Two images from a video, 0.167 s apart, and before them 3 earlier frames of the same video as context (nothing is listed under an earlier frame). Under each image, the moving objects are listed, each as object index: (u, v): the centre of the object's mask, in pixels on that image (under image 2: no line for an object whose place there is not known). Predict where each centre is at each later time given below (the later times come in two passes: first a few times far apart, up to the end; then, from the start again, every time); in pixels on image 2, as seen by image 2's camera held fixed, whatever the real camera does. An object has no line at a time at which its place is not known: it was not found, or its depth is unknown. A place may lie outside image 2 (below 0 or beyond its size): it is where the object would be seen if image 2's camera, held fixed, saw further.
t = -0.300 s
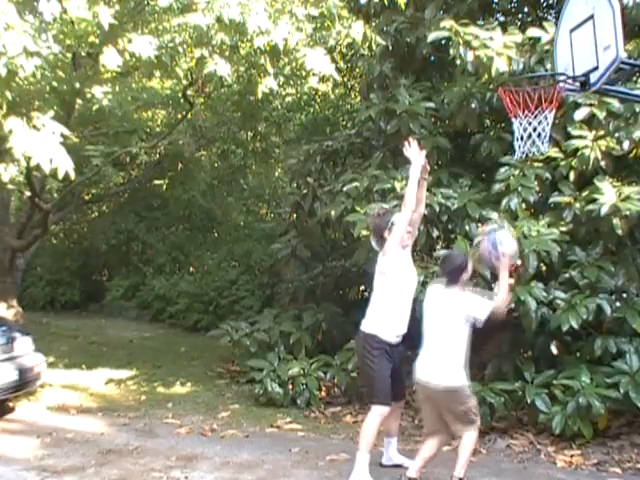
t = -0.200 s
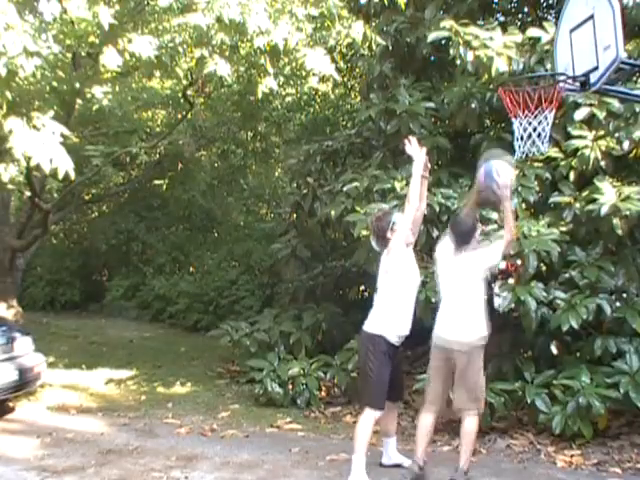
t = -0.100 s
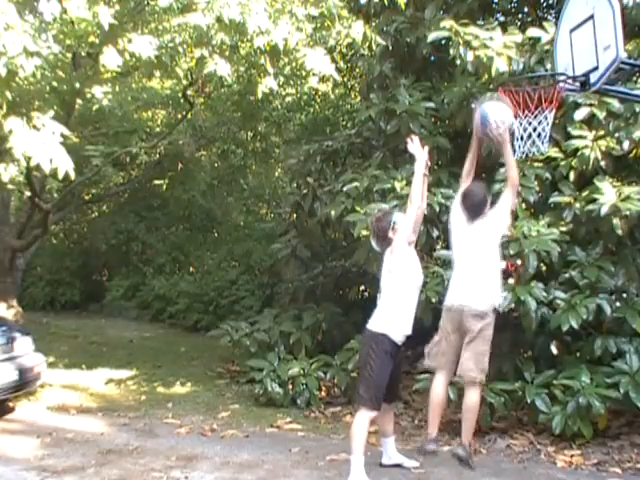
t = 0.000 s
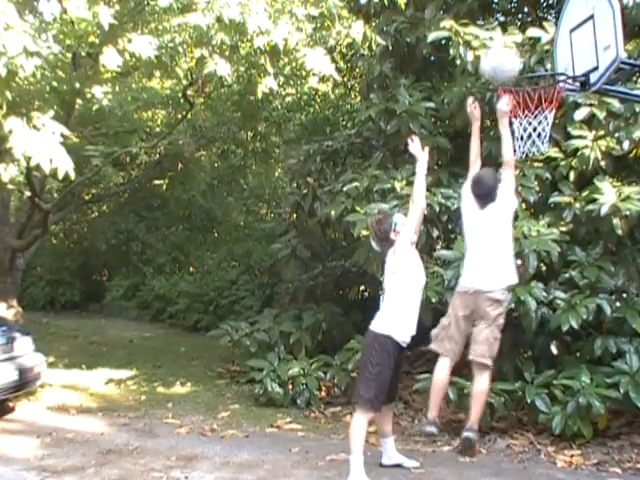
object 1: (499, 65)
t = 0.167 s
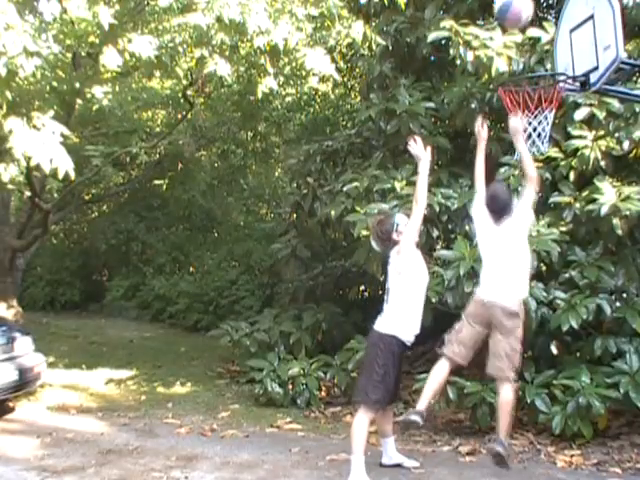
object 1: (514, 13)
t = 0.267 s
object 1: (521, 7)
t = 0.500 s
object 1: (539, 28)
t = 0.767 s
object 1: (520, 83)
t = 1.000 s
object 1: (542, 143)
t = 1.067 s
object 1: (548, 172)
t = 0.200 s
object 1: (516, 10)
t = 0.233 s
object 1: (519, 8)
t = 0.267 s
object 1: (521, 7)
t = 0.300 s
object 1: (523, 7)
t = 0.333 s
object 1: (526, 8)
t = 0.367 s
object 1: (529, 8)
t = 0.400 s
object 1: (531, 11)
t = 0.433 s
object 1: (534, 13)
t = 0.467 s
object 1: (537, 19)
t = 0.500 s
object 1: (539, 28)
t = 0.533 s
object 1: (541, 39)
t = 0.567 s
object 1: (542, 54)
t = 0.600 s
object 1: (543, 60)
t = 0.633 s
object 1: (539, 61)
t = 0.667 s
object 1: (534, 66)
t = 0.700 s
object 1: (530, 69)
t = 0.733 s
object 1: (525, 75)
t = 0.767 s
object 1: (520, 83)
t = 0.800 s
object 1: (522, 89)
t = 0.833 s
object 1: (524, 93)
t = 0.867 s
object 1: (528, 96)
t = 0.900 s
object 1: (530, 103)
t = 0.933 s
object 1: (536, 116)
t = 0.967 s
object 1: (538, 128)
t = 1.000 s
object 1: (542, 143)
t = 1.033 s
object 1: (545, 156)
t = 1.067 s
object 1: (548, 172)
